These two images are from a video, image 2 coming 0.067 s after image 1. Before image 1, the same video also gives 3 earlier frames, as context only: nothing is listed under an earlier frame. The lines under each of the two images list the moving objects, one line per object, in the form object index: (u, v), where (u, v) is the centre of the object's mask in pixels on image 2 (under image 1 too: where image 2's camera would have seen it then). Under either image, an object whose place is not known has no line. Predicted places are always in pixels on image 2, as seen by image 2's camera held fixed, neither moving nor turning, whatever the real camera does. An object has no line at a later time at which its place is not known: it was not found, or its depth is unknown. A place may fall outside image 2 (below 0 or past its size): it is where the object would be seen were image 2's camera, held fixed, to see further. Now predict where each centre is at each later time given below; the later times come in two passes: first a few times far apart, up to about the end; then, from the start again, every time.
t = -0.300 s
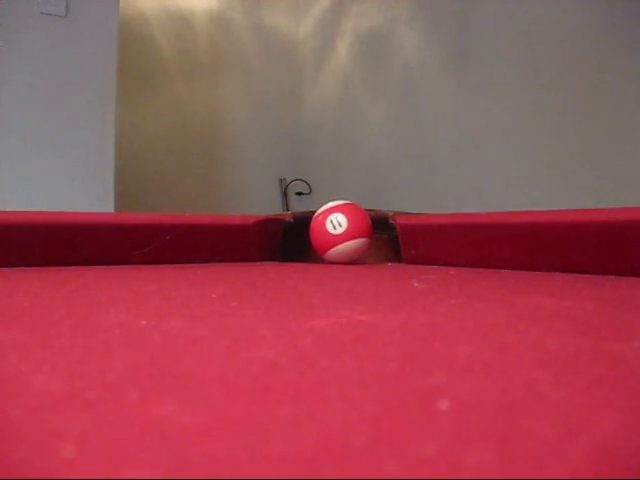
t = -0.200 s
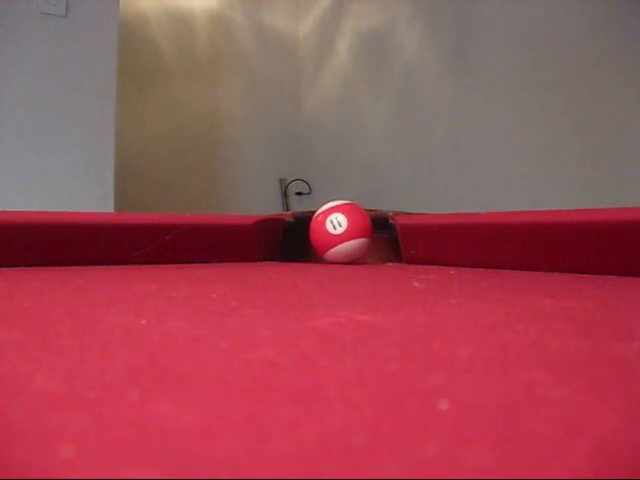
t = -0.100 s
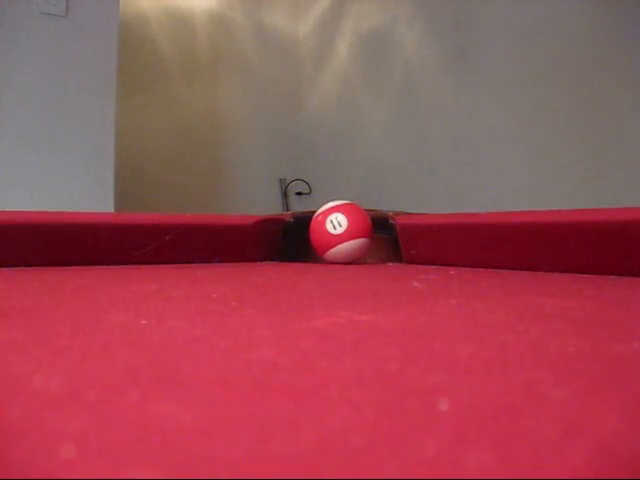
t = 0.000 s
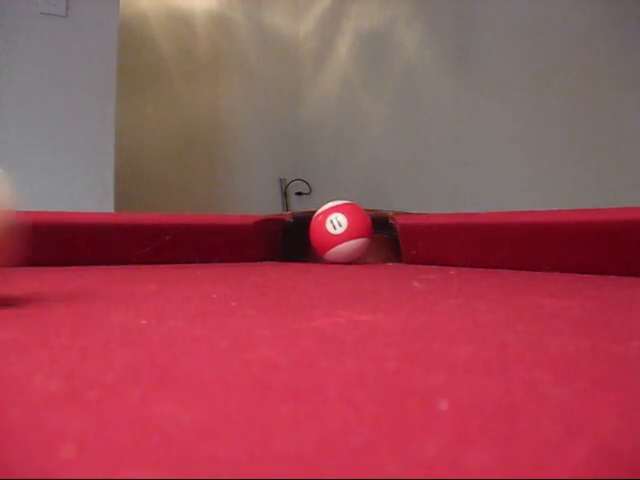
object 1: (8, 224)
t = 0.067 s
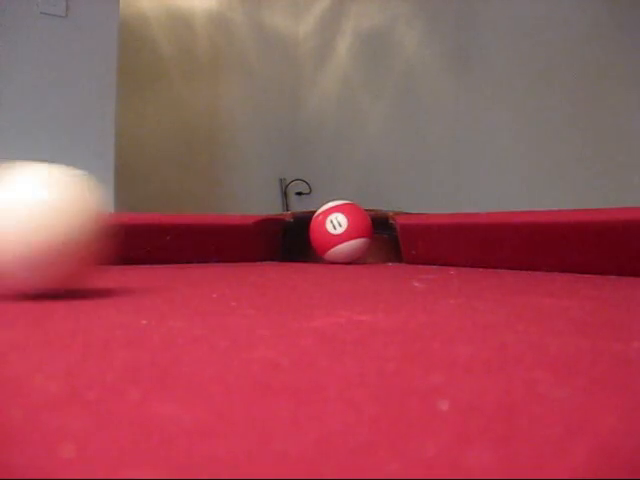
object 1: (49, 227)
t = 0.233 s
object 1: (207, 229)
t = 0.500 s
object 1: (349, 232)
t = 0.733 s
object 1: (361, 232)
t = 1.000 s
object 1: (319, 231)
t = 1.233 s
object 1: (283, 231)
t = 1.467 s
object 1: (249, 231)
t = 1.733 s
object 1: (216, 231)
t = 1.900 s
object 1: (198, 230)
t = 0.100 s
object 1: (76, 227)
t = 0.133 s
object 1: (115, 228)
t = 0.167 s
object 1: (149, 228)
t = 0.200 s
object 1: (180, 229)
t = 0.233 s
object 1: (207, 229)
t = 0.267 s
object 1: (232, 230)
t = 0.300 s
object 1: (253, 230)
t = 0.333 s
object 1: (272, 230)
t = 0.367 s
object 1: (289, 230)
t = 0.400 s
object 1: (305, 231)
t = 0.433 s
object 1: (322, 231)
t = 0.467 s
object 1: (336, 231)
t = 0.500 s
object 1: (349, 232)
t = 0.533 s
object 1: (361, 232)
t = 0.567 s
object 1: (373, 231)
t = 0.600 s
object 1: (380, 231)
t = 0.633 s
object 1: (375, 232)
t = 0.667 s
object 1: (370, 232)
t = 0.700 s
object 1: (365, 231)
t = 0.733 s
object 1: (361, 232)
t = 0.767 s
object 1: (356, 232)
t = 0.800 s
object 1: (351, 232)
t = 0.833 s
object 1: (345, 231)
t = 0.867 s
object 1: (340, 231)
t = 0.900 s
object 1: (335, 231)
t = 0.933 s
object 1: (330, 231)
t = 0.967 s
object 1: (324, 231)
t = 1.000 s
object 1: (319, 231)
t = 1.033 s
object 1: (313, 231)
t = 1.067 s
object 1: (308, 231)
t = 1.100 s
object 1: (303, 231)
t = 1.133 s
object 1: (298, 231)
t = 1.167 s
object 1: (292, 231)
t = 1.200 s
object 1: (288, 231)
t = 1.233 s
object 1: (283, 231)
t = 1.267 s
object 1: (278, 231)
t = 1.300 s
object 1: (273, 231)
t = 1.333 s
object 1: (268, 231)
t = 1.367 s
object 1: (263, 231)
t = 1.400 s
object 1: (259, 231)
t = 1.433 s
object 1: (254, 231)
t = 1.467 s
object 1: (249, 231)
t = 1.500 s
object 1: (245, 231)
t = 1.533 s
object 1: (241, 231)
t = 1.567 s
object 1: (236, 231)
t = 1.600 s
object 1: (232, 231)
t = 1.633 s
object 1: (228, 231)
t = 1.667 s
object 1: (224, 231)
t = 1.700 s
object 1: (220, 231)
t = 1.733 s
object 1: (216, 231)
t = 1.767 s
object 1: (212, 231)
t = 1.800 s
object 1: (209, 230)
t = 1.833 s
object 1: (205, 230)
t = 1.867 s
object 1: (201, 231)
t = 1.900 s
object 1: (198, 230)
